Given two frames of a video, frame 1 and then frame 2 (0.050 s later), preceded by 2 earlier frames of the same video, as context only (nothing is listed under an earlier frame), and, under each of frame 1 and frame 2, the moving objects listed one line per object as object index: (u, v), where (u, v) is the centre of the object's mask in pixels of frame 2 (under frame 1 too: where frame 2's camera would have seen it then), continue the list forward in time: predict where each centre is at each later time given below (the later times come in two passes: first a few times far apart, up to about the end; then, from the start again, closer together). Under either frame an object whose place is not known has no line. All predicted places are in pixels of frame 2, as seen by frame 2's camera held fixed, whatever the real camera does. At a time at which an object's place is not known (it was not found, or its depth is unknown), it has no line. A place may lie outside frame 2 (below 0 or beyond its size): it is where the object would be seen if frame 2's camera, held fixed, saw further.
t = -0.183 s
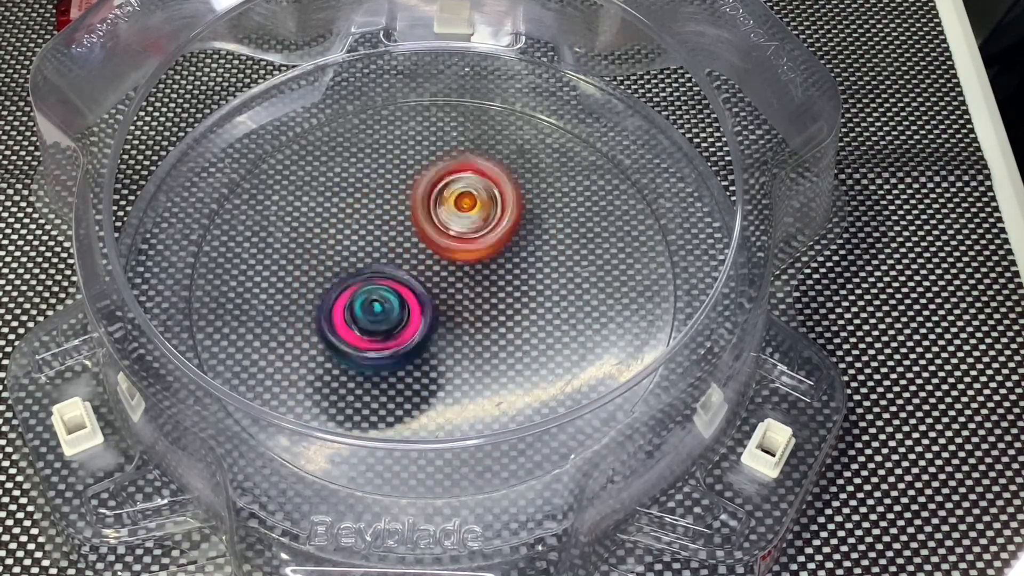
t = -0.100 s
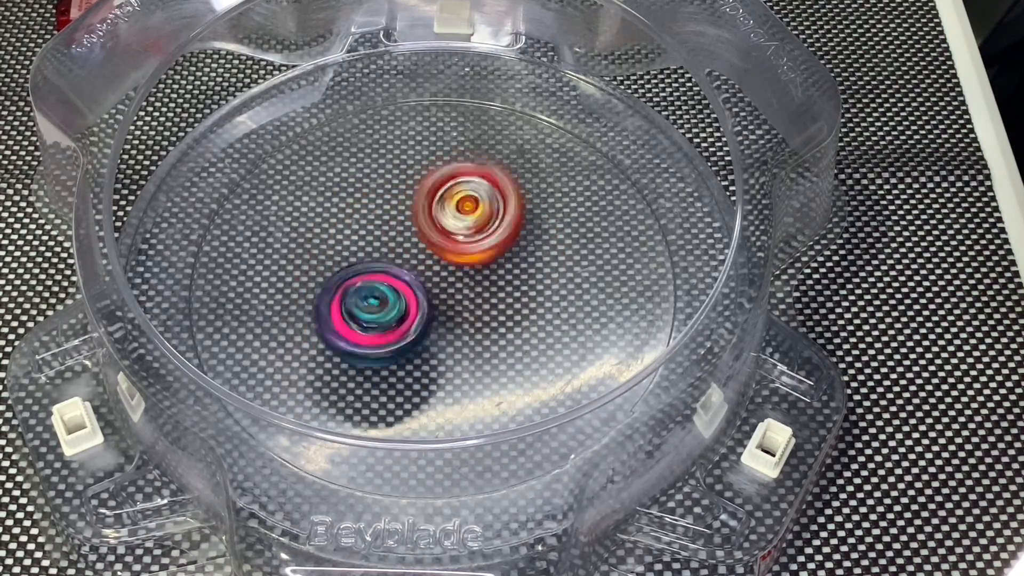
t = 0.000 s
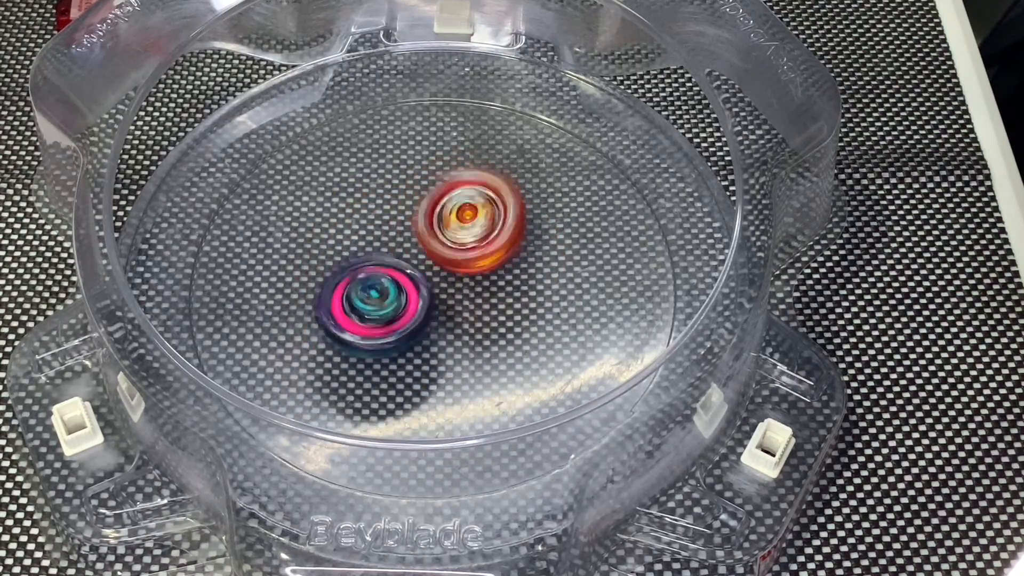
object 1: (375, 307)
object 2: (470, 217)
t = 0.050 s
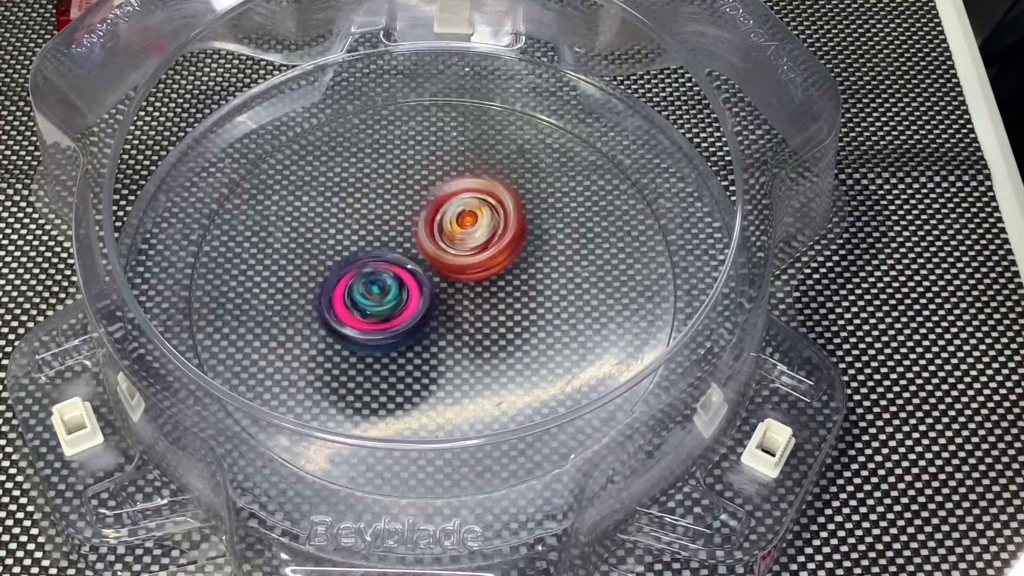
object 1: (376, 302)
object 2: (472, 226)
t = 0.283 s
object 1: (370, 302)
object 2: (485, 238)
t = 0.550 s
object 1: (369, 300)
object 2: (480, 256)
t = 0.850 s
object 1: (371, 298)
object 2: (492, 253)
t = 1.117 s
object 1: (355, 297)
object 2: (523, 233)
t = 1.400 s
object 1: (373, 286)
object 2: (494, 240)
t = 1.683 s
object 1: (358, 274)
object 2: (493, 239)
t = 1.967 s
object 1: (334, 278)
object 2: (501, 247)
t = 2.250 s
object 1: (346, 283)
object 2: (483, 237)
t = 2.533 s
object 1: (347, 299)
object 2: (490, 222)
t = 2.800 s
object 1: (386, 292)
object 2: (472, 219)
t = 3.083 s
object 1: (397, 310)
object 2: (463, 192)
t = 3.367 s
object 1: (413, 307)
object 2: (451, 181)
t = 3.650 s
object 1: (402, 339)
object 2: (439, 161)
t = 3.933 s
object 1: (406, 327)
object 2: (408, 215)
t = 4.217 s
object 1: (405, 335)
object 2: (443, 237)
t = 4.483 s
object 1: (396, 335)
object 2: (493, 234)
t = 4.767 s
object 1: (386, 317)
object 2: (465, 235)
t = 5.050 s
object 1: (375, 303)
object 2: (457, 231)
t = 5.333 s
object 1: (373, 298)
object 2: (457, 231)
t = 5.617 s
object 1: (397, 319)
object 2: (455, 221)
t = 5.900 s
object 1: (435, 310)
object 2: (458, 209)
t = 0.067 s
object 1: (377, 301)
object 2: (471, 227)
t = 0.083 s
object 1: (375, 302)
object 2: (474, 226)
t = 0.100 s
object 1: (374, 303)
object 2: (479, 228)
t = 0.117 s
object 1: (373, 303)
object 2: (480, 226)
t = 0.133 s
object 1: (373, 304)
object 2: (482, 227)
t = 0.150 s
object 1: (373, 302)
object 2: (482, 232)
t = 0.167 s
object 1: (372, 303)
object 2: (481, 230)
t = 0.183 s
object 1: (373, 302)
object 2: (481, 233)
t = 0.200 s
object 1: (372, 301)
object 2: (480, 234)
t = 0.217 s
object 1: (373, 301)
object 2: (480, 232)
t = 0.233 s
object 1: (374, 300)
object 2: (480, 236)
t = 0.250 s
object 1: (374, 299)
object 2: (477, 239)
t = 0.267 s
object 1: (373, 300)
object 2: (480, 236)
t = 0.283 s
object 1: (370, 302)
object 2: (485, 238)
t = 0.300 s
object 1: (367, 303)
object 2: (488, 234)
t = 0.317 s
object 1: (366, 304)
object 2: (494, 235)
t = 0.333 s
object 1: (366, 305)
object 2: (494, 235)
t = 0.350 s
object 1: (366, 304)
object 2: (494, 237)
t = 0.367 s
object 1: (365, 303)
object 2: (495, 240)
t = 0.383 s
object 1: (364, 304)
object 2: (493, 240)
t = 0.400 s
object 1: (366, 303)
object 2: (493, 243)
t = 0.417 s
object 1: (365, 302)
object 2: (490, 241)
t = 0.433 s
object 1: (365, 304)
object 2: (490, 241)
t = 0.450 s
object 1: (366, 303)
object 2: (489, 246)
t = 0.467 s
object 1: (366, 302)
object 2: (486, 248)
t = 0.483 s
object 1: (366, 301)
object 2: (487, 248)
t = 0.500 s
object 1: (367, 301)
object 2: (485, 251)
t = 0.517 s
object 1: (368, 301)
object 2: (483, 249)
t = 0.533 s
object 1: (369, 300)
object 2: (482, 253)
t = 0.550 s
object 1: (369, 300)
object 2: (480, 256)
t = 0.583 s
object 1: (365, 302)
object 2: (489, 256)
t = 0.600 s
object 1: (365, 303)
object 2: (492, 254)
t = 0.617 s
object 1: (365, 302)
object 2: (495, 257)
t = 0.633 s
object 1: (365, 302)
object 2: (493, 258)
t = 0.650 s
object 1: (365, 302)
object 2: (493, 258)
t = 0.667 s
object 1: (364, 302)
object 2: (493, 258)
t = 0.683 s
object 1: (366, 301)
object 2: (492, 255)
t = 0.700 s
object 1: (366, 300)
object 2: (492, 256)
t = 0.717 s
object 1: (367, 300)
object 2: (491, 256)
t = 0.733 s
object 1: (368, 300)
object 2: (491, 256)
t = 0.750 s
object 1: (369, 299)
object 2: (489, 254)
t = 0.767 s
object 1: (369, 299)
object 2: (489, 252)
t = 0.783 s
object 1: (371, 299)
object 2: (489, 255)
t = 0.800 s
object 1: (373, 298)
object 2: (487, 255)
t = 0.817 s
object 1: (373, 297)
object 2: (487, 255)
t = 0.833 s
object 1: (374, 297)
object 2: (485, 256)
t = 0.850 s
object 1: (371, 298)
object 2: (492, 253)
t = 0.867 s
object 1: (364, 299)
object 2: (502, 251)
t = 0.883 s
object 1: (358, 300)
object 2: (512, 245)
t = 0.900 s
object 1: (355, 301)
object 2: (519, 247)
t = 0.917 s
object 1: (354, 301)
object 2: (523, 241)
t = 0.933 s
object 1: (353, 301)
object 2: (529, 243)
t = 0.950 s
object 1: (352, 301)
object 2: (530, 240)
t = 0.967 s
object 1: (353, 300)
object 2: (530, 242)
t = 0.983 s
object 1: (352, 300)
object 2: (530, 241)
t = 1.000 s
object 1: (351, 300)
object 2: (530, 237)
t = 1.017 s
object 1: (351, 300)
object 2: (530, 240)
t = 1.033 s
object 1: (352, 300)
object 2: (528, 237)
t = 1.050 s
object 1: (352, 299)
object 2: (527, 238)
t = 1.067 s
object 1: (353, 298)
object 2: (525, 236)
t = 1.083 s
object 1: (353, 299)
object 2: (524, 234)
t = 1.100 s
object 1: (354, 298)
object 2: (524, 236)
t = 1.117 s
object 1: (355, 297)
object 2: (523, 233)
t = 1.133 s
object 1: (355, 297)
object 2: (522, 234)
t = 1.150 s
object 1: (357, 297)
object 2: (521, 233)
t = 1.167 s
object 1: (358, 295)
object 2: (520, 234)
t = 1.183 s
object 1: (359, 295)
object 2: (519, 234)
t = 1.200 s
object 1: (360, 295)
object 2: (518, 233)
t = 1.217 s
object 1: (362, 294)
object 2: (517, 232)
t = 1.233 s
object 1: (364, 293)
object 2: (516, 231)
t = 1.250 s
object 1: (365, 292)
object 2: (514, 235)
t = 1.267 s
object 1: (367, 292)
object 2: (511, 234)
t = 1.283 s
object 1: (369, 290)
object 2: (509, 235)
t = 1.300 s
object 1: (371, 289)
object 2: (505, 236)
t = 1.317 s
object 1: (372, 288)
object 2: (503, 237)
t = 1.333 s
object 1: (374, 288)
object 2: (497, 238)
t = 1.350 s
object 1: (376, 287)
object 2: (496, 239)
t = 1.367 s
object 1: (377, 286)
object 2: (491, 239)
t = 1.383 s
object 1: (379, 285)
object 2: (487, 240)
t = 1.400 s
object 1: (373, 286)
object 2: (494, 240)
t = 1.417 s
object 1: (366, 287)
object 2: (499, 239)
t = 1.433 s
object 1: (359, 288)
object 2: (504, 240)
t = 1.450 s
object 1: (356, 287)
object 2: (506, 238)
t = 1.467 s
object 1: (354, 287)
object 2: (507, 242)
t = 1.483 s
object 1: (353, 286)
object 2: (506, 240)
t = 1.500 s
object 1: (355, 286)
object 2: (505, 244)
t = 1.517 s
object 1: (355, 284)
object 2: (502, 242)
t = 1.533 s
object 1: (354, 284)
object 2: (501, 244)
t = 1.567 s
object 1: (355, 281)
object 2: (498, 242)
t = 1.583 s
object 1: (355, 280)
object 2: (496, 239)
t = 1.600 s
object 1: (354, 279)
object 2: (496, 241)
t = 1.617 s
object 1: (355, 278)
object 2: (494, 237)
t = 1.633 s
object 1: (356, 277)
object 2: (495, 237)
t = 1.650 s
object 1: (356, 276)
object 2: (494, 236)
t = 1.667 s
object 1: (357, 275)
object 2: (494, 238)
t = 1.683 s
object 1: (358, 274)
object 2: (493, 239)
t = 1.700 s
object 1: (359, 274)
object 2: (492, 239)
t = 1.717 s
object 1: (359, 273)
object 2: (489, 238)
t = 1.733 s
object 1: (360, 273)
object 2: (487, 239)
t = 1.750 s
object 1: (362, 271)
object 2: (485, 238)
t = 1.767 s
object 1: (363, 270)
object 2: (483, 241)
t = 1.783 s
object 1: (364, 270)
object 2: (479, 240)
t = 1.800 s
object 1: (364, 271)
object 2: (480, 242)
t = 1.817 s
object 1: (365, 270)
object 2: (479, 241)
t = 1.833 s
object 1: (360, 272)
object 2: (481, 242)
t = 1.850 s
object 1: (352, 274)
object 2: (489, 240)
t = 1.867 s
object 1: (345, 275)
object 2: (496, 240)
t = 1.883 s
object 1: (340, 276)
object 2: (501, 239)
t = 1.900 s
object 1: (338, 277)
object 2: (503, 241)
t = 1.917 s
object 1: (337, 278)
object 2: (505, 241)
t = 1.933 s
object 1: (336, 277)
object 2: (504, 245)
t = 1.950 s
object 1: (336, 277)
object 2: (504, 244)
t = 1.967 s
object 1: (334, 278)
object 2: (501, 247)
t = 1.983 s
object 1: (334, 278)
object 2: (498, 243)
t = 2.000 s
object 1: (334, 278)
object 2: (497, 245)
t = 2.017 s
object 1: (334, 278)
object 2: (495, 239)
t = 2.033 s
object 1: (333, 278)
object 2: (495, 242)
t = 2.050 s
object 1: (333, 278)
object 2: (495, 240)
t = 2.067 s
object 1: (333, 279)
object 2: (494, 241)
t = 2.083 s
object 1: (334, 279)
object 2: (495, 240)
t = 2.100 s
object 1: (334, 279)
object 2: (493, 237)
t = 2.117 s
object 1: (334, 279)
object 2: (494, 237)
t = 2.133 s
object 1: (336, 281)
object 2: (493, 238)
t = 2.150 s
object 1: (337, 281)
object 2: (494, 237)
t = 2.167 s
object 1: (338, 281)
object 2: (491, 237)
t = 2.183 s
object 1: (339, 281)
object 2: (491, 236)
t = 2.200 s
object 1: (341, 282)
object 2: (489, 238)
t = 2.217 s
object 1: (344, 282)
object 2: (488, 236)
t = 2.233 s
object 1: (345, 283)
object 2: (485, 237)
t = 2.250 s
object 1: (346, 283)
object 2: (483, 237)
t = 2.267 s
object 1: (348, 284)
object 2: (481, 237)
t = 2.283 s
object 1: (351, 284)
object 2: (478, 236)
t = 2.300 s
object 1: (354, 284)
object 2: (476, 236)
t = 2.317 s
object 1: (356, 284)
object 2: (472, 236)
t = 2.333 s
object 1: (359, 284)
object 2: (470, 236)
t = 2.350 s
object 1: (360, 285)
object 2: (466, 235)
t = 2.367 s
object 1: (351, 289)
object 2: (476, 231)
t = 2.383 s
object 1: (346, 292)
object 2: (482, 227)
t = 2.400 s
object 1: (340, 294)
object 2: (489, 226)
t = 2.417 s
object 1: (338, 296)
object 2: (491, 224)
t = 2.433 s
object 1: (337, 298)
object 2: (495, 223)
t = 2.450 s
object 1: (339, 299)
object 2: (498, 223)
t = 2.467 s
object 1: (340, 299)
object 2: (496, 225)
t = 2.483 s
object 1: (342, 298)
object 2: (496, 226)
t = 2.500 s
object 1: (342, 298)
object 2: (492, 226)
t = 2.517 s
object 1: (345, 299)
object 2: (492, 225)
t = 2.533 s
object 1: (347, 299)
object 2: (490, 222)
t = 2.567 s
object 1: (350, 298)
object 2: (486, 222)
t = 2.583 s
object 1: (352, 298)
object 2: (484, 223)
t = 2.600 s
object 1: (355, 298)
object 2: (483, 218)
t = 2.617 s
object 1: (357, 299)
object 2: (482, 221)
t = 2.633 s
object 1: (359, 297)
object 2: (483, 220)
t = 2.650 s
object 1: (361, 298)
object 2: (482, 217)
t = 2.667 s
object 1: (364, 297)
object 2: (482, 218)
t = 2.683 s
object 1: (367, 298)
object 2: (481, 219)
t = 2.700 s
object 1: (369, 296)
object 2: (480, 217)
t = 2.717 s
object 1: (372, 295)
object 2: (480, 215)
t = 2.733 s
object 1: (375, 295)
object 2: (478, 216)
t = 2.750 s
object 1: (378, 294)
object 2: (478, 216)
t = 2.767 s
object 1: (381, 293)
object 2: (476, 219)
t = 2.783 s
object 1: (383, 292)
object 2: (475, 220)
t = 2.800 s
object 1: (386, 292)
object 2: (472, 219)
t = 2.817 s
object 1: (388, 292)
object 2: (471, 216)
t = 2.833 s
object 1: (385, 299)
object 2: (475, 207)
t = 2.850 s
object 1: (383, 303)
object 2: (478, 202)
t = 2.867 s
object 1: (383, 308)
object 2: (483, 200)
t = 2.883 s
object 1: (385, 311)
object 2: (482, 198)
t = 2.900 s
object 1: (386, 311)
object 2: (484, 194)
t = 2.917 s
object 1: (387, 311)
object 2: (484, 196)
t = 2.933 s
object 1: (388, 311)
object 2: (483, 197)
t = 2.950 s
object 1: (388, 311)
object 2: (482, 193)
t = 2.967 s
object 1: (388, 312)
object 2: (477, 197)
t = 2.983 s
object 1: (390, 311)
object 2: (476, 195)
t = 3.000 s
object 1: (391, 312)
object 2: (472, 195)
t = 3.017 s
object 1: (392, 312)
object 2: (471, 196)
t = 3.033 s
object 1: (393, 311)
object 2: (467, 194)
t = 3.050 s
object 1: (395, 311)
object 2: (466, 196)
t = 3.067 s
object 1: (396, 311)
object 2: (464, 191)
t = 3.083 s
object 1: (397, 310)
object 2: (463, 192)
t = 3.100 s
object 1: (398, 310)
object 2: (464, 190)
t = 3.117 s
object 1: (399, 309)
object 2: (462, 194)
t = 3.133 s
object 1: (401, 309)
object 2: (464, 192)
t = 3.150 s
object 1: (403, 308)
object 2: (462, 192)
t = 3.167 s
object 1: (406, 306)
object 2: (462, 193)
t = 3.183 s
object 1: (405, 305)
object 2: (461, 192)
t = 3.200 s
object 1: (407, 304)
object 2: (458, 194)
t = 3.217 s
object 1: (408, 303)
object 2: (458, 193)
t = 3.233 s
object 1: (409, 302)
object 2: (456, 193)
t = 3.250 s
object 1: (411, 300)
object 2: (457, 193)
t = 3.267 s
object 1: (412, 299)
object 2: (454, 192)
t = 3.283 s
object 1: (412, 298)
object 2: (453, 194)
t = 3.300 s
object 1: (414, 297)
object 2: (451, 193)
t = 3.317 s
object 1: (414, 295)
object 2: (450, 194)
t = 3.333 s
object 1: (416, 295)
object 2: (450, 196)
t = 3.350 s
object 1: (415, 297)
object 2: (448, 193)
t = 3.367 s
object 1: (413, 307)
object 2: (451, 181)
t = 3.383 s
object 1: (413, 315)
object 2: (454, 172)
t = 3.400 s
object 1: (410, 321)
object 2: (455, 167)
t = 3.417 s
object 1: (409, 328)
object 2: (457, 167)
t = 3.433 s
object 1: (408, 331)
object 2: (457, 162)
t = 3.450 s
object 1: (408, 333)
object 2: (455, 163)
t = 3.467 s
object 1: (407, 335)
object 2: (457, 164)
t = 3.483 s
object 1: (407, 335)
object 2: (455, 164)
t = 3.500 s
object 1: (407, 335)
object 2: (454, 164)
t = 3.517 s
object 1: (405, 336)
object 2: (452, 163)
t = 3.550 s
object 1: (403, 337)
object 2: (448, 162)
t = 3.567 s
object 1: (404, 338)
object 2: (446, 160)
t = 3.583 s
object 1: (404, 338)
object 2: (445, 162)
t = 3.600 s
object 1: (403, 338)
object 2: (443, 159)
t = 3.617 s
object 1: (403, 338)
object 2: (441, 164)
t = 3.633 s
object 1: (402, 339)
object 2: (441, 163)
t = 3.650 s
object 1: (402, 339)
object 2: (439, 161)
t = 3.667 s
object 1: (403, 339)
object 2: (439, 166)
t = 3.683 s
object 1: (404, 339)
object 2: (439, 169)
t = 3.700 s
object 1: (403, 338)
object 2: (436, 173)
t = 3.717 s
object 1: (403, 338)
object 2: (435, 175)
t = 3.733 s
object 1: (404, 338)
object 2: (431, 175)
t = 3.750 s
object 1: (404, 338)
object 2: (430, 181)
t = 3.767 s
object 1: (405, 336)
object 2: (428, 183)
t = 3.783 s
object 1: (405, 335)
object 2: (422, 182)
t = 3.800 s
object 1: (405, 335)
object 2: (422, 186)
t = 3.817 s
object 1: (404, 335)
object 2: (421, 186)
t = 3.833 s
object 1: (405, 334)
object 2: (418, 189)
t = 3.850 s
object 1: (406, 333)
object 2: (417, 192)
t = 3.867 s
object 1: (407, 331)
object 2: (415, 195)
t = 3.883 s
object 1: (406, 329)
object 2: (410, 197)
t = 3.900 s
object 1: (406, 328)
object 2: (413, 204)
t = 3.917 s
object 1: (406, 328)
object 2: (411, 210)
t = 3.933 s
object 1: (406, 327)
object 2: (408, 215)
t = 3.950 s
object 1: (406, 325)
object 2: (403, 215)
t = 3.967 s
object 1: (405, 323)
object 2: (403, 217)
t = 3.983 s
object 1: (405, 324)
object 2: (404, 225)
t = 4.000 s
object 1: (405, 331)
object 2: (405, 221)
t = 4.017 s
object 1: (406, 334)
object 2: (408, 220)
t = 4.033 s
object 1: (406, 336)
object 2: (410, 221)
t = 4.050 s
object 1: (405, 339)
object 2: (413, 218)
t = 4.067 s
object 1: (405, 342)
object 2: (417, 217)
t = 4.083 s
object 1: (407, 343)
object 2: (422, 218)
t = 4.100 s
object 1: (408, 343)
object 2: (425, 222)
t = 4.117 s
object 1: (409, 342)
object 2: (427, 224)
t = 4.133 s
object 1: (410, 339)
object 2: (429, 225)
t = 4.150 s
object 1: (408, 338)
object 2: (433, 225)
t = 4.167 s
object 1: (405, 337)
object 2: (436, 227)
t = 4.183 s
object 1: (405, 335)
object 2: (439, 231)
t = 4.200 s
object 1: (404, 335)
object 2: (441, 234)
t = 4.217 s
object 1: (405, 335)
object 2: (443, 237)
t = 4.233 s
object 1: (406, 333)
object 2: (445, 238)
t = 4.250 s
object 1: (405, 332)
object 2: (448, 238)
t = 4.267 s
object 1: (402, 334)
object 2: (453, 239)
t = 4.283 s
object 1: (401, 336)
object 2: (458, 236)
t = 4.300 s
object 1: (399, 339)
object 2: (464, 234)
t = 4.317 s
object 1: (401, 341)
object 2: (469, 235)
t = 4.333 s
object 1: (402, 341)
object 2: (474, 235)
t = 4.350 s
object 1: (403, 339)
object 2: (479, 235)
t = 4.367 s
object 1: (402, 337)
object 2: (483, 235)
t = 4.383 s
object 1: (399, 336)
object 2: (486, 236)
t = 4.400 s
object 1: (397, 335)
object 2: (489, 236)
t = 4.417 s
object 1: (395, 335)
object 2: (491, 236)
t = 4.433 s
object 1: (394, 336)
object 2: (492, 235)
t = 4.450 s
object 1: (395, 336)
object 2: (492, 235)
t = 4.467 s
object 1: (395, 336)
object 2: (493, 234)
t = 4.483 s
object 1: (396, 335)
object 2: (493, 234)
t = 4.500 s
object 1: (396, 334)
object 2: (493, 234)
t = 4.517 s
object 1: (396, 332)
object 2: (493, 234)
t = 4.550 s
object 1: (394, 330)
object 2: (491, 235)
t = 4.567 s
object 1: (394, 329)
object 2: (490, 236)
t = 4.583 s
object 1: (392, 328)
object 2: (488, 237)
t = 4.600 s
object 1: (390, 328)
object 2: (486, 239)
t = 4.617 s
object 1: (389, 327)
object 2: (483, 239)
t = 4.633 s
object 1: (390, 327)
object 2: (480, 239)
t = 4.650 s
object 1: (391, 327)
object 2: (476, 240)
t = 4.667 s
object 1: (391, 325)
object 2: (473, 239)
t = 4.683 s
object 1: (391, 324)
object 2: (471, 238)
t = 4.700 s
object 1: (391, 322)
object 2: (469, 237)
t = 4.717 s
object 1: (390, 319)
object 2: (468, 236)
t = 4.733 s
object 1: (388, 318)
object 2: (467, 236)
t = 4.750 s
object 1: (386, 317)
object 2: (466, 235)
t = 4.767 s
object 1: (386, 317)
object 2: (465, 235)
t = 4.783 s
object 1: (385, 316)
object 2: (464, 234)
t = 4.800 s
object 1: (384, 316)
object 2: (464, 233)
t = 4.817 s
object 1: (385, 315)
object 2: (463, 233)
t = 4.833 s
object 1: (384, 314)
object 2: (461, 232)
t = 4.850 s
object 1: (384, 314)
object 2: (460, 232)
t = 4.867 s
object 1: (382, 312)
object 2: (459, 231)
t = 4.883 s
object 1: (382, 311)
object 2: (457, 230)
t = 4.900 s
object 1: (381, 310)
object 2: (456, 229)
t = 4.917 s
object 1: (380, 308)
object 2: (456, 228)
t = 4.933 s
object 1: (380, 307)
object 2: (455, 227)
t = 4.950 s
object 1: (378, 305)
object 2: (455, 227)
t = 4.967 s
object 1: (377, 305)
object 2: (455, 227)
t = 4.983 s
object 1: (375, 305)
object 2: (455, 227)
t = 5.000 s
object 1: (375, 305)
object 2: (455, 228)
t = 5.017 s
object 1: (374, 305)
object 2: (455, 228)
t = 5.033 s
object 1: (375, 304)
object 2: (456, 229)
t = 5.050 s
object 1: (375, 303)
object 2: (457, 231)
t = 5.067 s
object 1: (375, 302)
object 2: (457, 232)
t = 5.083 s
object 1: (374, 301)
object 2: (458, 232)
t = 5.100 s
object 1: (373, 300)
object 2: (458, 232)
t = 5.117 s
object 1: (372, 299)
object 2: (457, 232)
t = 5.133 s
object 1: (371, 299)
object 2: (456, 231)
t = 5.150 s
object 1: (371, 298)
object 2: (456, 231)
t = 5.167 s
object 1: (372, 298)
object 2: (456, 231)
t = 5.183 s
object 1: (370, 298)
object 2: (456, 231)
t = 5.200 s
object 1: (370, 297)
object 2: (457, 231)
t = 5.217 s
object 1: (370, 297)
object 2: (457, 231)
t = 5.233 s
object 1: (371, 297)
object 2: (456, 231)
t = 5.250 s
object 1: (371, 297)
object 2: (456, 231)
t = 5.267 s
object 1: (371, 295)
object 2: (457, 231)
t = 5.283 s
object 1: (372, 296)
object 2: (457, 231)
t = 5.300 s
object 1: (371, 296)
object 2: (457, 231)
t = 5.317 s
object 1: (373, 297)
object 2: (457, 231)
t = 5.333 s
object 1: (373, 298)
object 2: (457, 231)
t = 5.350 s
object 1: (375, 299)
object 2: (457, 231)
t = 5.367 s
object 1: (376, 299)
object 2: (457, 231)
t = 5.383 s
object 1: (378, 299)
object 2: (457, 231)
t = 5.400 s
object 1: (380, 302)
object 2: (456, 227)
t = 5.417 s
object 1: (382, 306)
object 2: (456, 226)
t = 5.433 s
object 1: (385, 308)
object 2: (455, 224)
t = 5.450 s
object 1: (385, 311)
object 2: (455, 222)
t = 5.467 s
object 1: (384, 312)
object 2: (455, 222)
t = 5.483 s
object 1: (382, 314)
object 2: (455, 221)
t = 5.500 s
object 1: (382, 317)
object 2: (455, 221)
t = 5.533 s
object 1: (385, 321)
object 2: (455, 221)
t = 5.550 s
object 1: (388, 321)
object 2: (455, 221)
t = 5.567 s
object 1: (390, 321)
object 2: (455, 221)
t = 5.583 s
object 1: (394, 320)
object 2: (455, 221)
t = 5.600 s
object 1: (395, 319)
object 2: (455, 221)
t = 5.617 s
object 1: (397, 319)
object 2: (455, 221)
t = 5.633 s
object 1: (399, 319)
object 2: (455, 221)
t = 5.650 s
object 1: (401, 320)
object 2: (455, 221)
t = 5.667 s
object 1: (405, 321)
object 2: (455, 222)
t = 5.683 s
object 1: (408, 322)
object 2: (455, 222)
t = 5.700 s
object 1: (411, 320)
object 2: (468, 230)
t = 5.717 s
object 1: (412, 318)
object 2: (472, 221)
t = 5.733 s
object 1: (414, 317)
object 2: (472, 222)
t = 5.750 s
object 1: (414, 315)
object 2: (455, 221)
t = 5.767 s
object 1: (417, 314)
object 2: (455, 218)
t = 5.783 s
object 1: (421, 312)
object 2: (455, 217)
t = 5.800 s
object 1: (423, 313)
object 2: (455, 216)
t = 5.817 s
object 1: (425, 312)
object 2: (467, 222)
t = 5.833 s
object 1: (427, 311)
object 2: (467, 222)
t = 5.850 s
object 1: (428, 310)
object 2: (467, 221)
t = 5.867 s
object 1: (430, 309)
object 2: (456, 212)
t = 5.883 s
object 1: (432, 309)
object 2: (458, 211)
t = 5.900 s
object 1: (435, 310)
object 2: (458, 209)
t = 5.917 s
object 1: (440, 311)
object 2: (459, 209)
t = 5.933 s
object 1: (446, 311)
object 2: (458, 212)
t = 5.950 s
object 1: (453, 311)
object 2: (468, 216)
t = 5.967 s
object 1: (460, 311)
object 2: (455, 211)
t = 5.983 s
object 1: (467, 310)
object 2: (454, 211)
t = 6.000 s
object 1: (470, 310)
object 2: (453, 212)
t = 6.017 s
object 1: (471, 310)
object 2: (453, 213)
